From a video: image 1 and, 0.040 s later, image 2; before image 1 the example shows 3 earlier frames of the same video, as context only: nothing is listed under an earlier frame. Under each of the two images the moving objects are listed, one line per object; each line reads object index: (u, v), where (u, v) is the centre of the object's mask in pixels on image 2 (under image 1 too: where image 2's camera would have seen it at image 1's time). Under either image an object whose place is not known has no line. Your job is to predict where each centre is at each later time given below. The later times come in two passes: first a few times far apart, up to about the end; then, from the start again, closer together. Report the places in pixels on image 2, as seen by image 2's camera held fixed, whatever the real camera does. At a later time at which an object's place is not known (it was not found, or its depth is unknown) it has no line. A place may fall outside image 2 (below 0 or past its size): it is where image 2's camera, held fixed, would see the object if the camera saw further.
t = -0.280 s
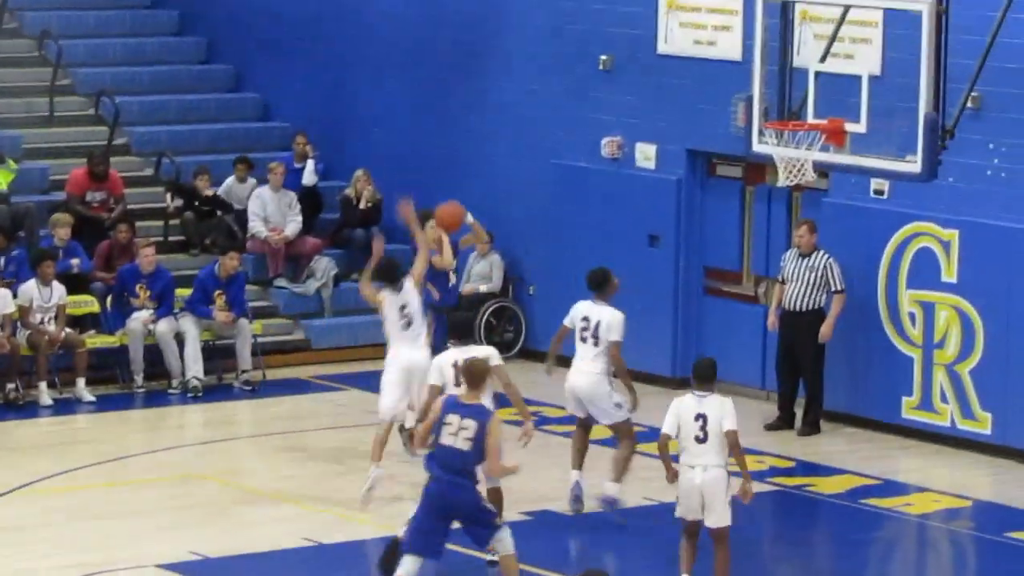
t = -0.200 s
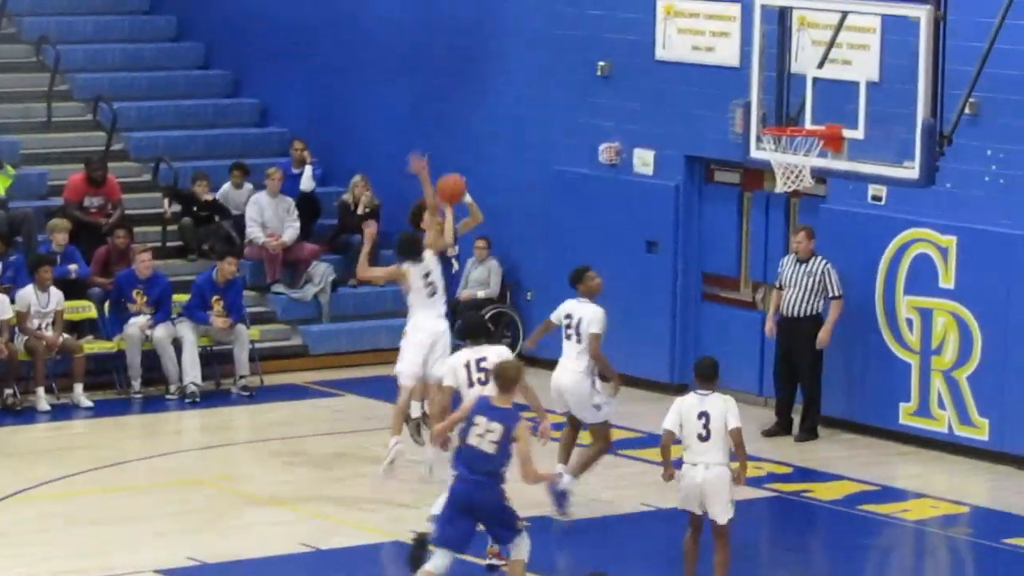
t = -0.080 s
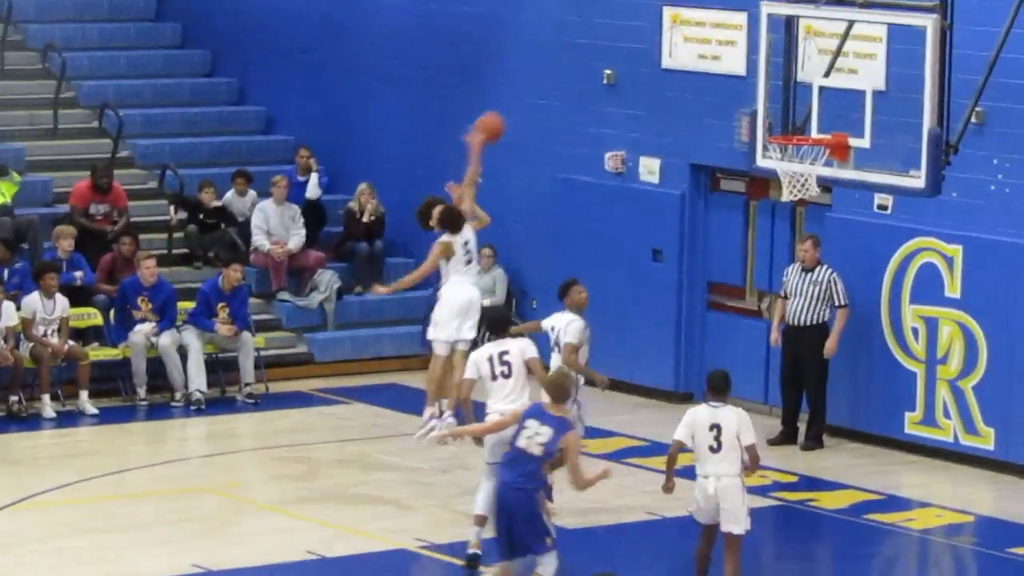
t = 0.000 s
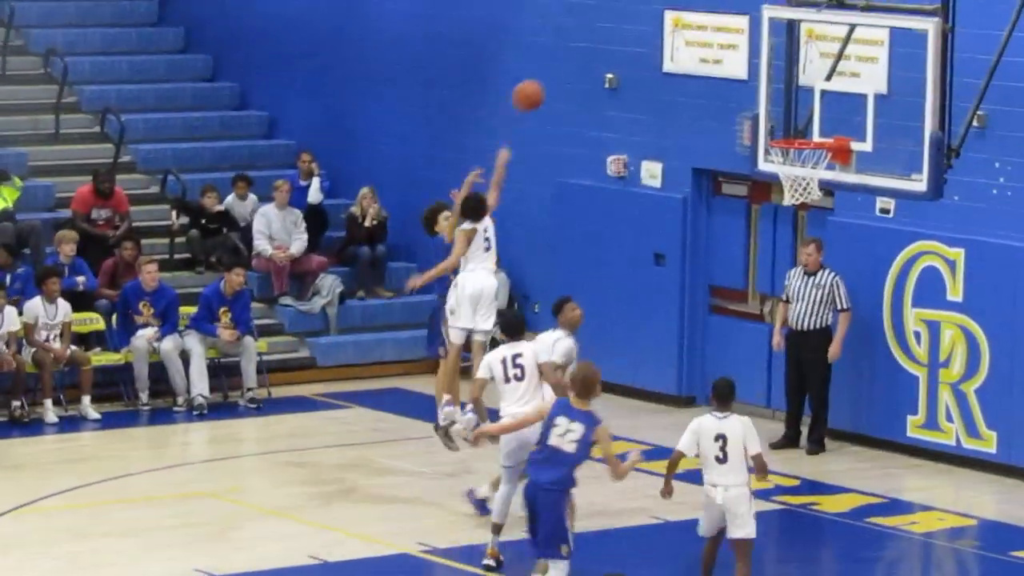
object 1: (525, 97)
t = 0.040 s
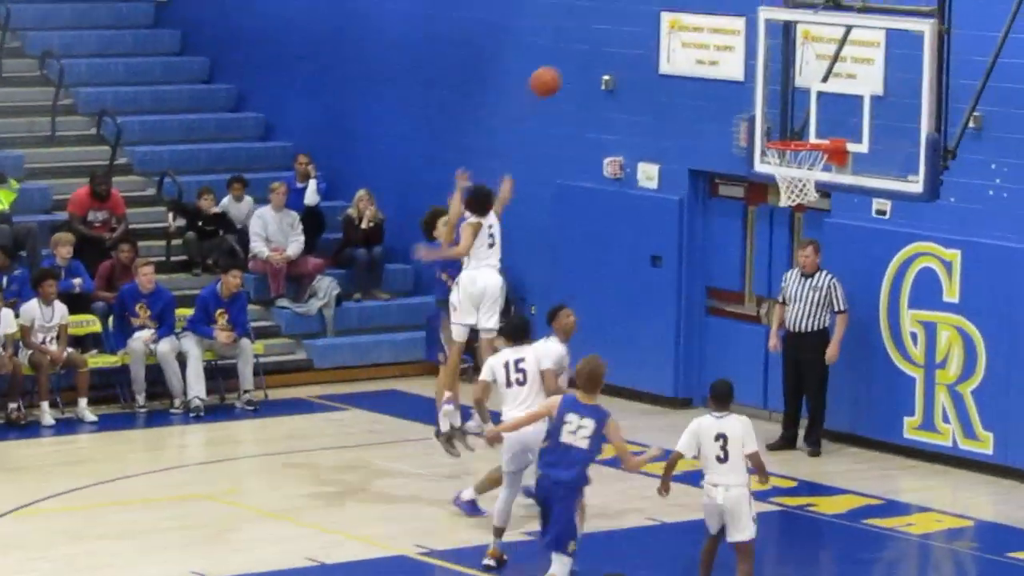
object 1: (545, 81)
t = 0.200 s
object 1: (626, 40)
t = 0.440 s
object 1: (743, 37)
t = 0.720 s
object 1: (879, 118)
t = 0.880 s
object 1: (949, 205)
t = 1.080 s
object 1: (1037, 352)
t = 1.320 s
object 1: (998, 443)
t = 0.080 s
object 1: (565, 68)
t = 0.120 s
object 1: (586, 56)
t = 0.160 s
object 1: (606, 47)
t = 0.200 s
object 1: (626, 40)
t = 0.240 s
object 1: (646, 34)
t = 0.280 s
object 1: (665, 31)
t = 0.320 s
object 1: (685, 30)
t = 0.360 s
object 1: (705, 30)
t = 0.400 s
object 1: (724, 33)
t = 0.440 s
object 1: (743, 37)
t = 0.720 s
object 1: (879, 118)
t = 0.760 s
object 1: (893, 137)
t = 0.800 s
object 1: (908, 156)
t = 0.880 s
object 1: (949, 205)
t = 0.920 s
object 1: (966, 230)
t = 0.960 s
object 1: (984, 258)
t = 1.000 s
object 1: (1002, 287)
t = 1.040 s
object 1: (1018, 318)
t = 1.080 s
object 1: (1037, 352)
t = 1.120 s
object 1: (1034, 379)
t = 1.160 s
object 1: (1028, 407)
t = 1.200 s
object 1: (1022, 439)
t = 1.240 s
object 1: (1015, 471)
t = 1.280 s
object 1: (1007, 468)
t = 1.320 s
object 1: (998, 443)
